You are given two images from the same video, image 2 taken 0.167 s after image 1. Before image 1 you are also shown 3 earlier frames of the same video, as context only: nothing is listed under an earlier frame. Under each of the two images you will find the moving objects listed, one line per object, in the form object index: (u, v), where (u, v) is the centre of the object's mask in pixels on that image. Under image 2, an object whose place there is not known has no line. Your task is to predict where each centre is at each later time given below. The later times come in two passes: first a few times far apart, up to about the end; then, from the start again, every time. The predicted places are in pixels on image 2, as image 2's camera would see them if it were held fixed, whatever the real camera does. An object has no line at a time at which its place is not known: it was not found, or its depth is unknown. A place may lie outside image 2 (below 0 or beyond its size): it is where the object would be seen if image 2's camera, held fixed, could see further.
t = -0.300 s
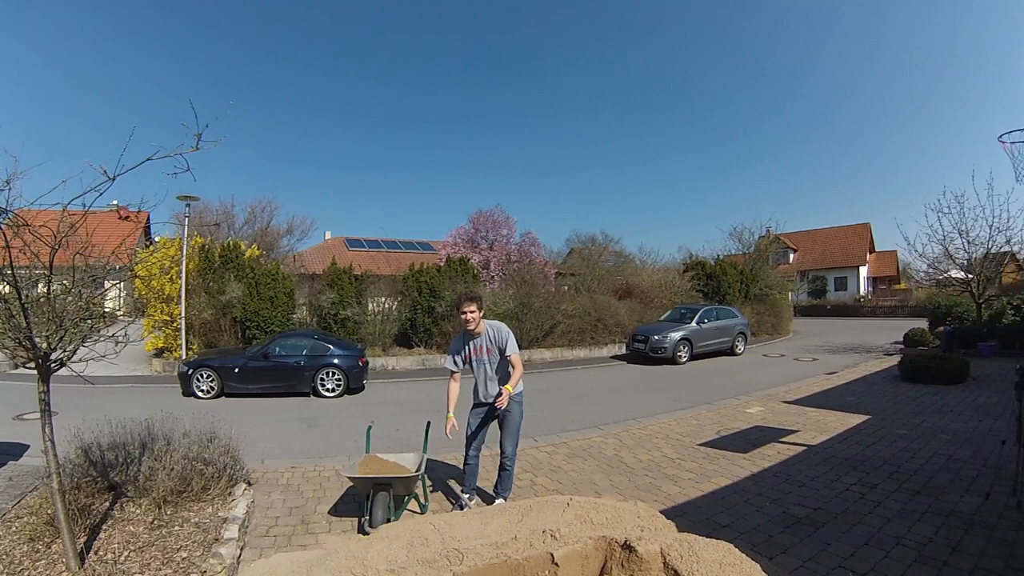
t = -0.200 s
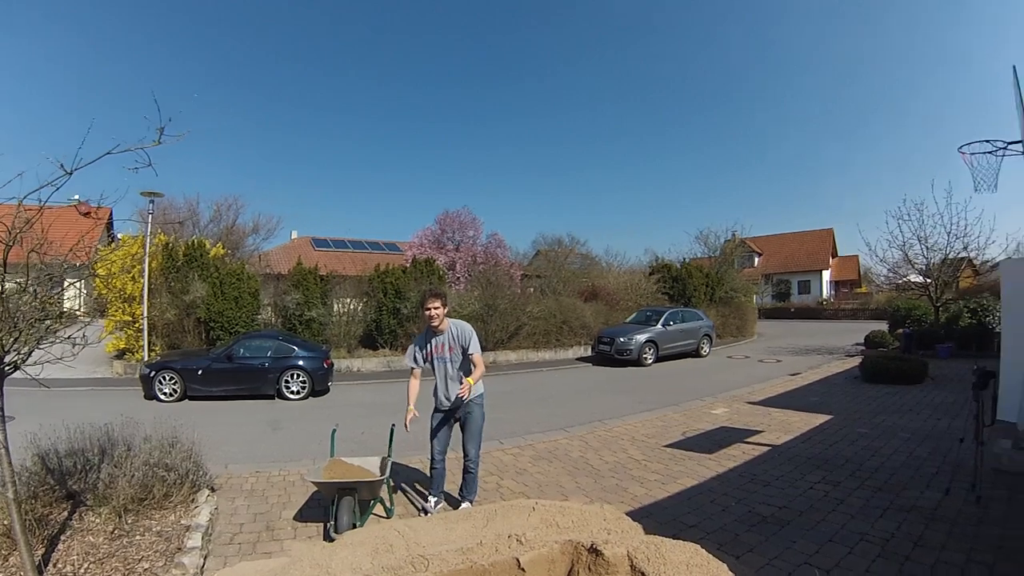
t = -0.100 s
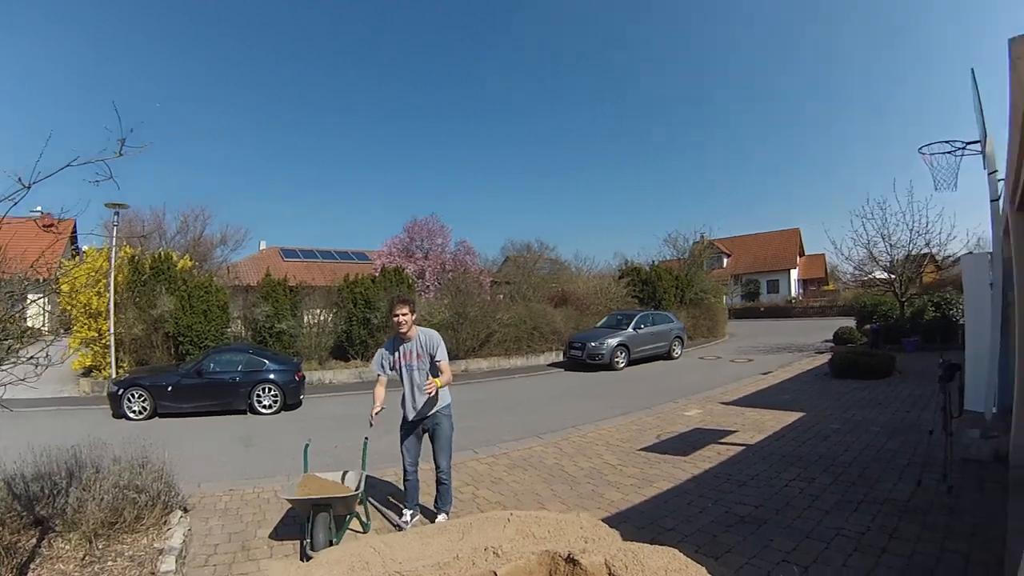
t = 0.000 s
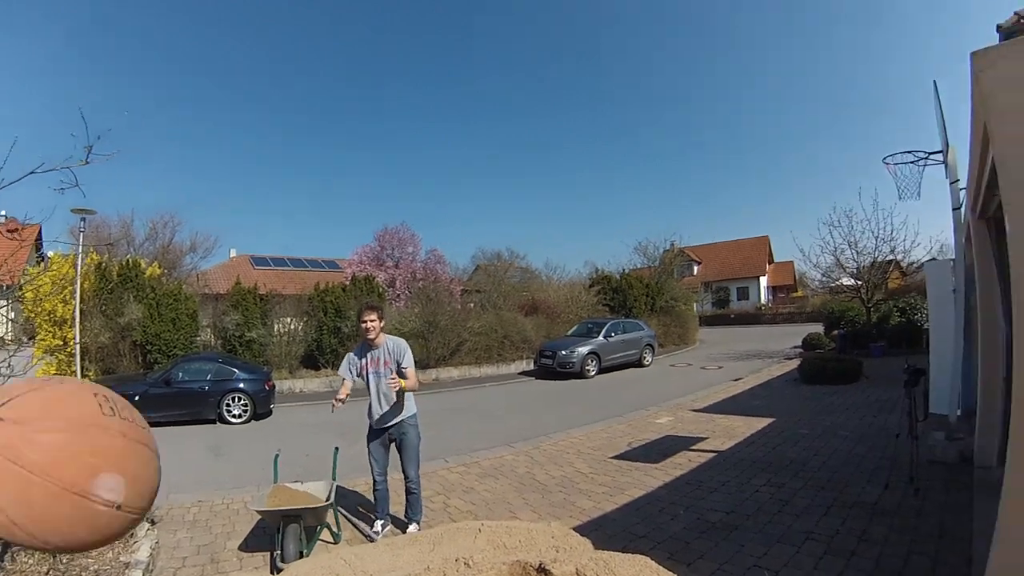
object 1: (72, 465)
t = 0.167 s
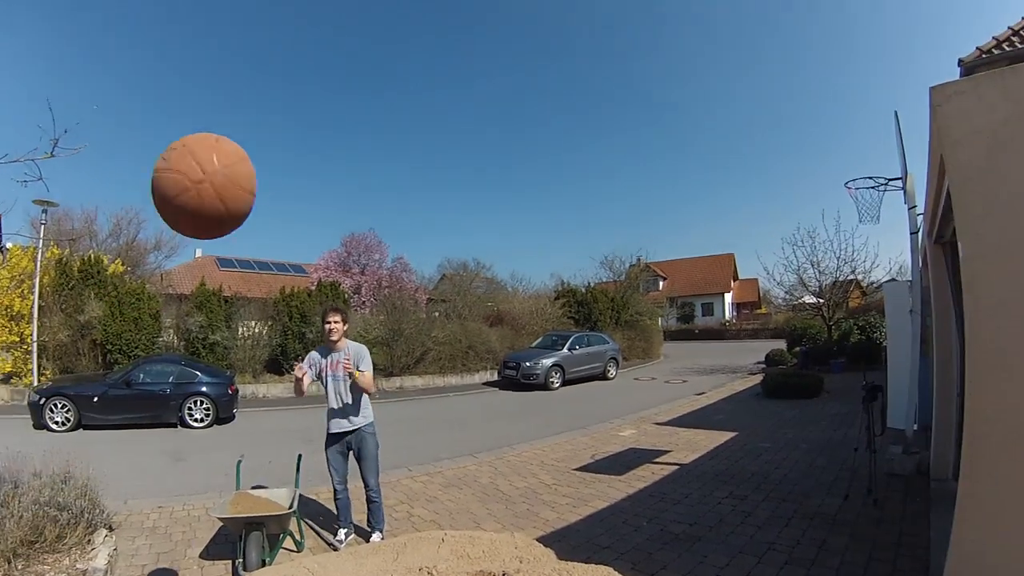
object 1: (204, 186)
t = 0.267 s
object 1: (250, 156)
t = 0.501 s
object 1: (295, 205)
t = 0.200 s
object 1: (223, 170)
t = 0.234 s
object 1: (237, 160)
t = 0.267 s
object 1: (250, 156)
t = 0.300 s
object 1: (259, 156)
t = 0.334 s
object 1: (268, 160)
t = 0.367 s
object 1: (275, 166)
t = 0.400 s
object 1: (281, 174)
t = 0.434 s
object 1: (286, 183)
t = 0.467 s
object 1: (291, 193)
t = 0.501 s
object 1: (295, 205)
